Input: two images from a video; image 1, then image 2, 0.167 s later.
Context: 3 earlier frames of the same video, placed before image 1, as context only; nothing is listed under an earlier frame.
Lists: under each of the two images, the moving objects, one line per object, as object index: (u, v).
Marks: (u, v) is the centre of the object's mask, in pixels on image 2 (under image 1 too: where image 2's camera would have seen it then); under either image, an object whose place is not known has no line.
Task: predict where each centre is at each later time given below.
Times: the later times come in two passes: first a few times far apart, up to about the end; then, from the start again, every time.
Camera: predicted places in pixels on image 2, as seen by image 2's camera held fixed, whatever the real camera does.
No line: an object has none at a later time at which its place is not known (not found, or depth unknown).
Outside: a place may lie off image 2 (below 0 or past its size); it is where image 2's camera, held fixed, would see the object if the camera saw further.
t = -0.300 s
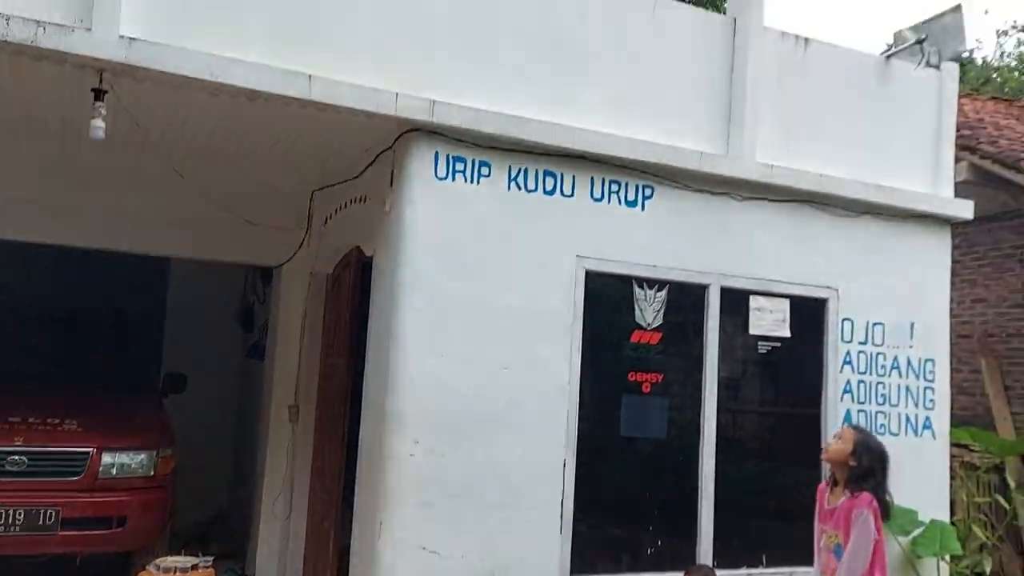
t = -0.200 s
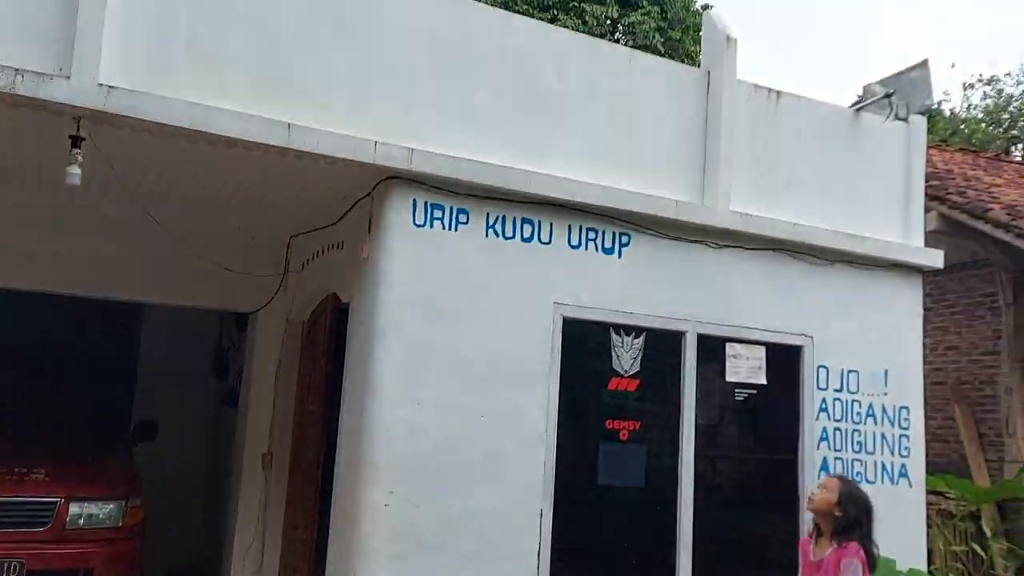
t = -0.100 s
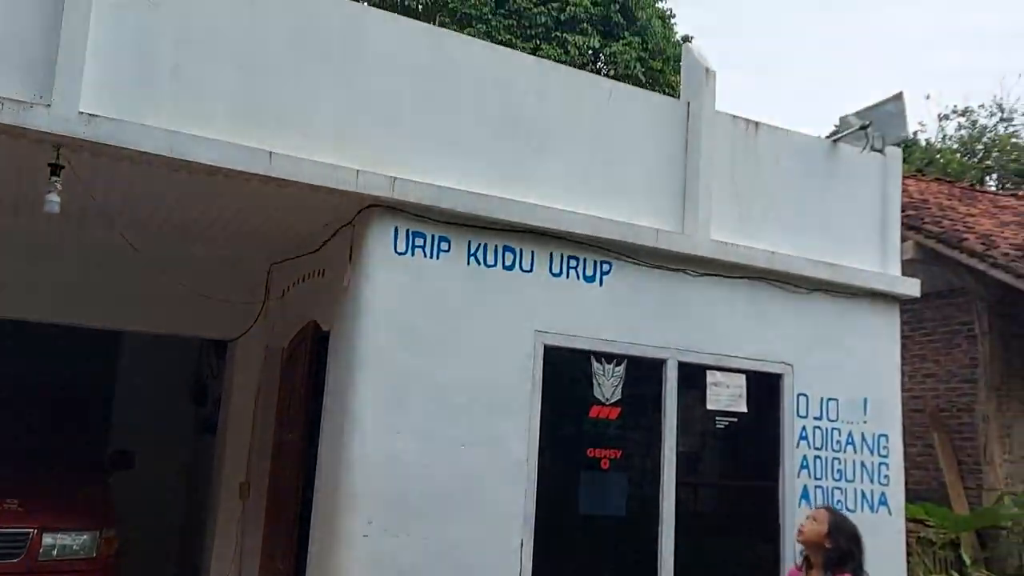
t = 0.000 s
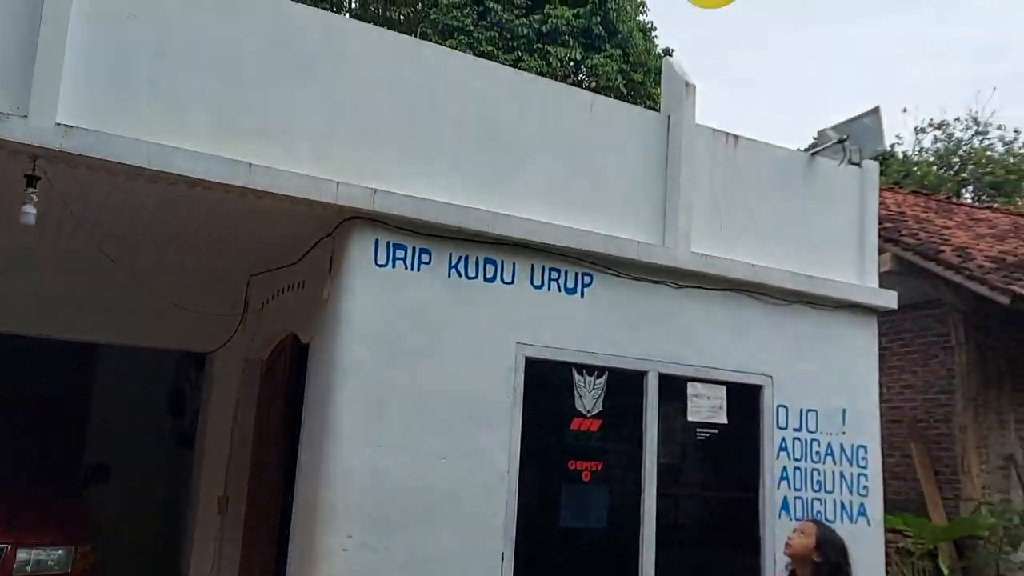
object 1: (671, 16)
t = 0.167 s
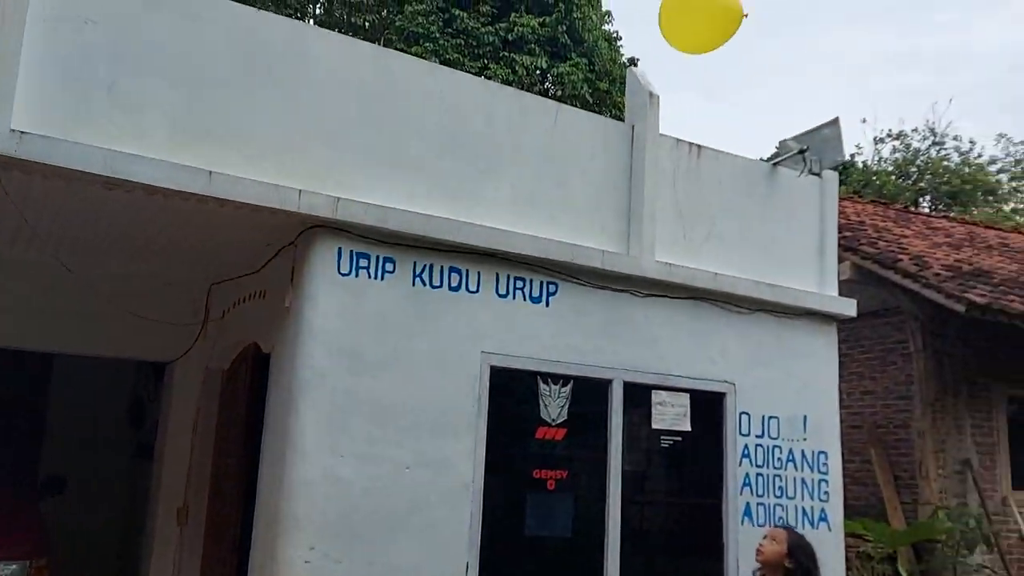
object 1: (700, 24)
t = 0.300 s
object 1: (716, 49)
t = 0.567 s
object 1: (749, 133)
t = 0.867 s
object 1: (777, 236)
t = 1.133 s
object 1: (780, 321)
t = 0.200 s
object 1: (704, 27)
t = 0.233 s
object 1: (708, 32)
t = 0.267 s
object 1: (712, 40)
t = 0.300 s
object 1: (716, 49)
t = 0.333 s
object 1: (720, 59)
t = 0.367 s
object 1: (724, 69)
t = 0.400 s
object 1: (729, 79)
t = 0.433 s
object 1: (733, 89)
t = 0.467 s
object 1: (737, 100)
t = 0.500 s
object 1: (741, 111)
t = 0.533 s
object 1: (745, 122)
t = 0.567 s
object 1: (749, 133)
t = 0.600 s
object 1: (753, 145)
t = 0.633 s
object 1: (757, 156)
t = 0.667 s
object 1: (761, 168)
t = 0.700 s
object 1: (764, 179)
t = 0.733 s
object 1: (767, 191)
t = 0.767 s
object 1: (770, 202)
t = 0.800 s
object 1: (772, 213)
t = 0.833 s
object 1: (775, 225)
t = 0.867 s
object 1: (777, 236)
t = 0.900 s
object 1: (778, 247)
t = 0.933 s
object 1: (780, 258)
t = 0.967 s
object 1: (781, 269)
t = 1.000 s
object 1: (781, 280)
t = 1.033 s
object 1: (781, 291)
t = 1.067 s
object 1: (781, 301)
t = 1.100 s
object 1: (780, 311)
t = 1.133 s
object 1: (780, 321)
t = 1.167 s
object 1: (779, 331)
